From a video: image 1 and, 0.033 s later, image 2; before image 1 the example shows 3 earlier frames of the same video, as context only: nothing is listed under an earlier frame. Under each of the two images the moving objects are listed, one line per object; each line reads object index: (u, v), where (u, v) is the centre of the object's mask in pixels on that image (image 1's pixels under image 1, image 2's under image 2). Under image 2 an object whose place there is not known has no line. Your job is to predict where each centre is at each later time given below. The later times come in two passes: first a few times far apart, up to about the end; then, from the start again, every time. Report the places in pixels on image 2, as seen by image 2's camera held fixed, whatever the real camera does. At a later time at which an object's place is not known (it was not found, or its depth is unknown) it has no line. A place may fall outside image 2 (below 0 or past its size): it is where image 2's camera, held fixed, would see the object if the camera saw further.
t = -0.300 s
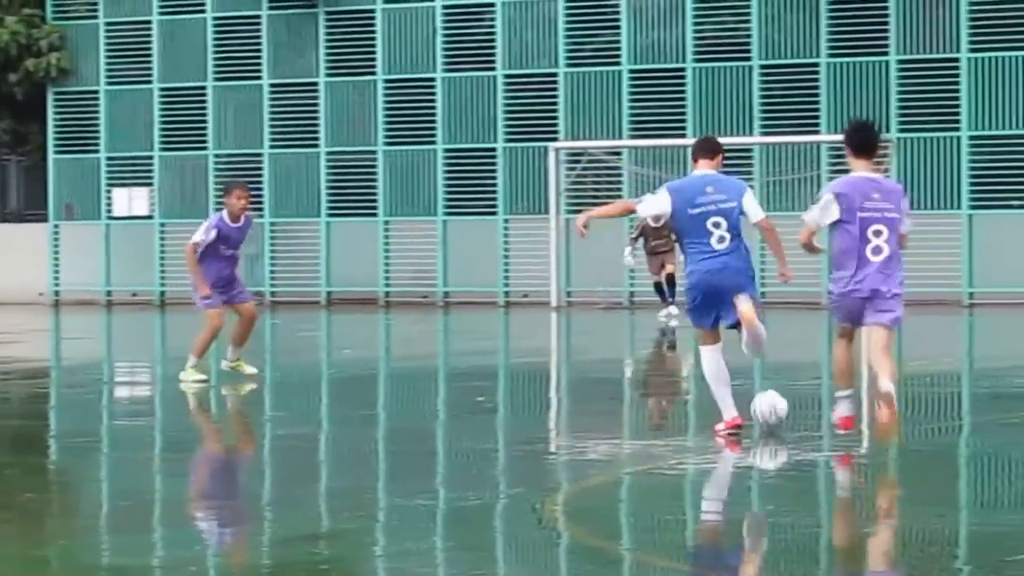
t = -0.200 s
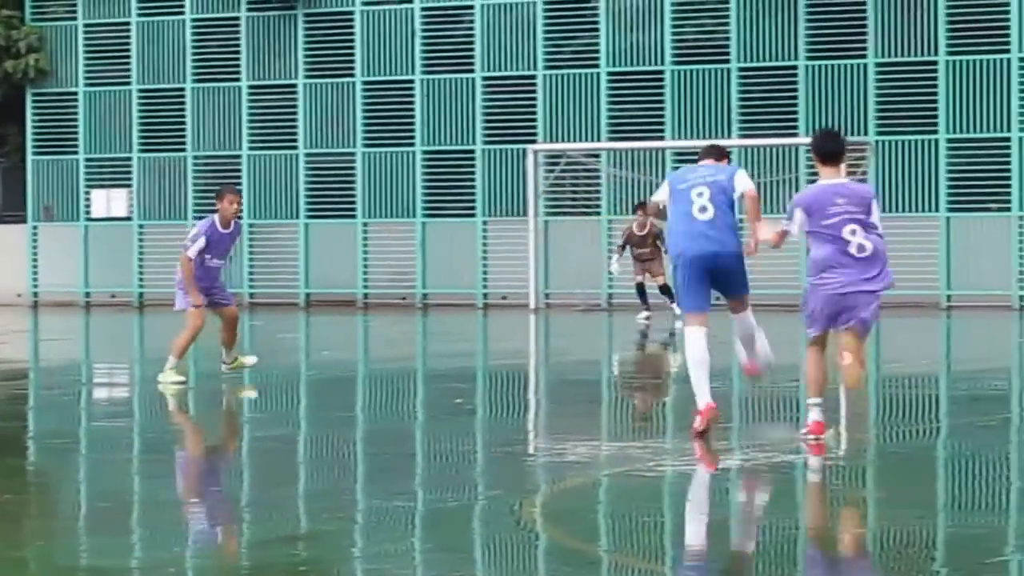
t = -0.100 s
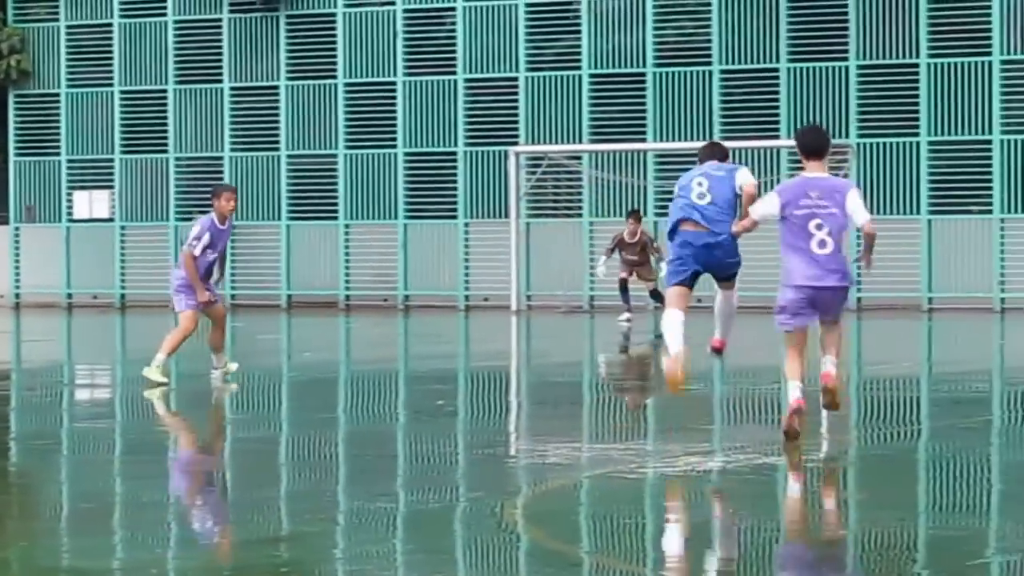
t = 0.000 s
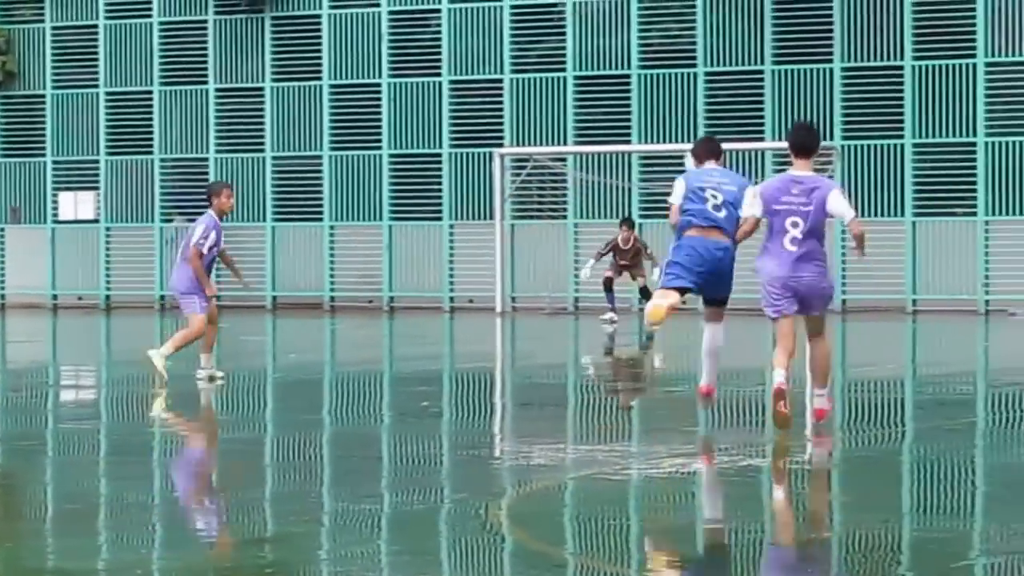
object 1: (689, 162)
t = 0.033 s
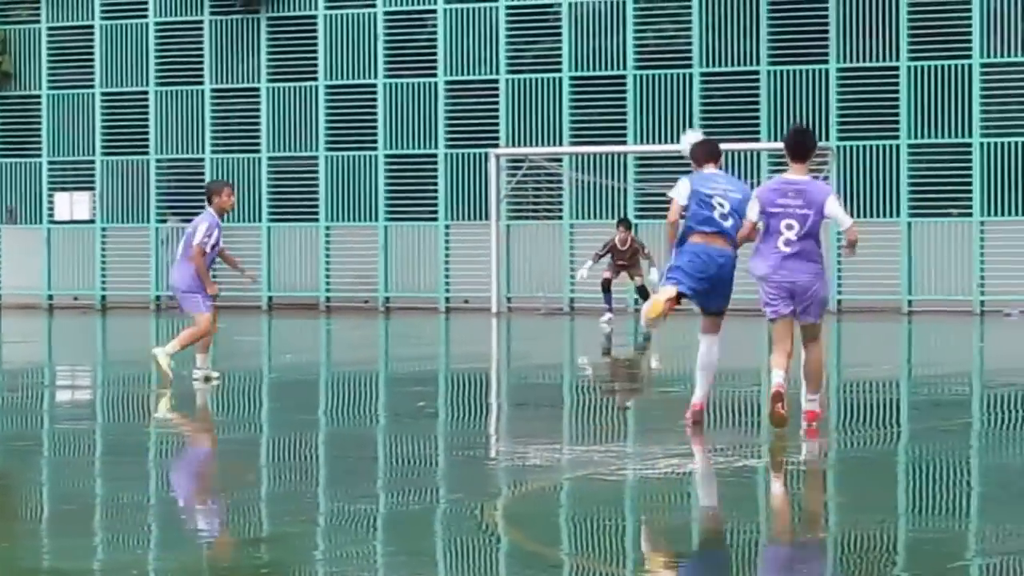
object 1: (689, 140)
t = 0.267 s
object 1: (706, 68)
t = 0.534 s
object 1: (739, 68)
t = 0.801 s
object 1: (778, 130)
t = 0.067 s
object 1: (693, 127)
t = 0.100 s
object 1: (694, 112)
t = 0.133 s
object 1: (695, 99)
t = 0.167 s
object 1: (697, 89)
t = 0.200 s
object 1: (700, 81)
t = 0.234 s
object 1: (703, 74)
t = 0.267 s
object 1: (706, 68)
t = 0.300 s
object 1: (708, 64)
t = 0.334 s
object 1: (712, 61)
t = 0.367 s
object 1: (716, 60)
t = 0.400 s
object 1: (719, 59)
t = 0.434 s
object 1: (724, 61)
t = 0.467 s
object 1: (729, 62)
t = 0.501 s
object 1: (733, 65)
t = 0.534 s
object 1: (739, 68)
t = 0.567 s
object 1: (744, 74)
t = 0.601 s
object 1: (749, 80)
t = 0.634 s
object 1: (753, 86)
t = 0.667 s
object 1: (758, 93)
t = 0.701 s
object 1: (763, 102)
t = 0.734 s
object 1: (768, 111)
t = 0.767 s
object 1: (773, 120)
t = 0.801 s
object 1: (778, 130)
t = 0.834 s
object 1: (785, 139)
